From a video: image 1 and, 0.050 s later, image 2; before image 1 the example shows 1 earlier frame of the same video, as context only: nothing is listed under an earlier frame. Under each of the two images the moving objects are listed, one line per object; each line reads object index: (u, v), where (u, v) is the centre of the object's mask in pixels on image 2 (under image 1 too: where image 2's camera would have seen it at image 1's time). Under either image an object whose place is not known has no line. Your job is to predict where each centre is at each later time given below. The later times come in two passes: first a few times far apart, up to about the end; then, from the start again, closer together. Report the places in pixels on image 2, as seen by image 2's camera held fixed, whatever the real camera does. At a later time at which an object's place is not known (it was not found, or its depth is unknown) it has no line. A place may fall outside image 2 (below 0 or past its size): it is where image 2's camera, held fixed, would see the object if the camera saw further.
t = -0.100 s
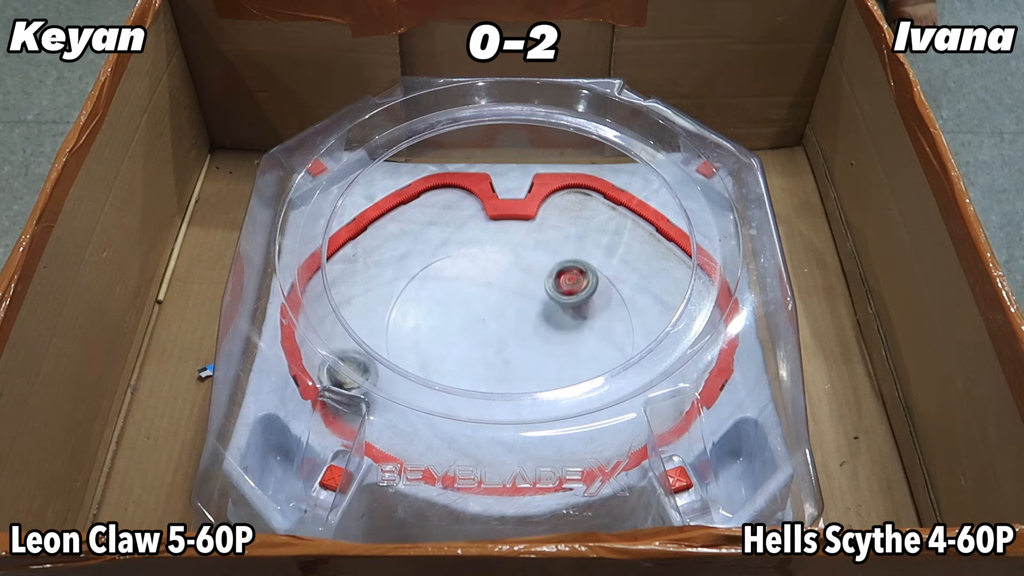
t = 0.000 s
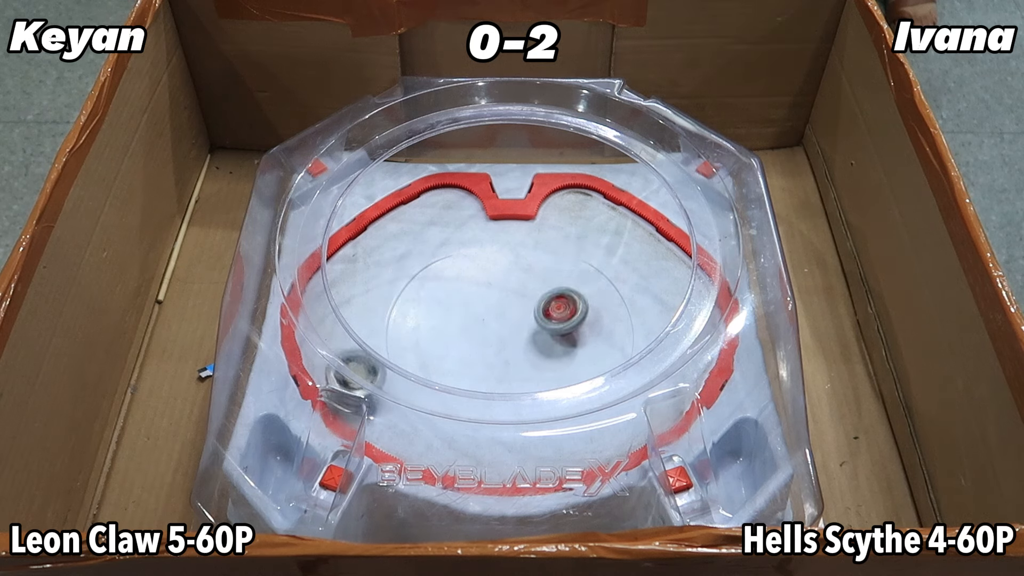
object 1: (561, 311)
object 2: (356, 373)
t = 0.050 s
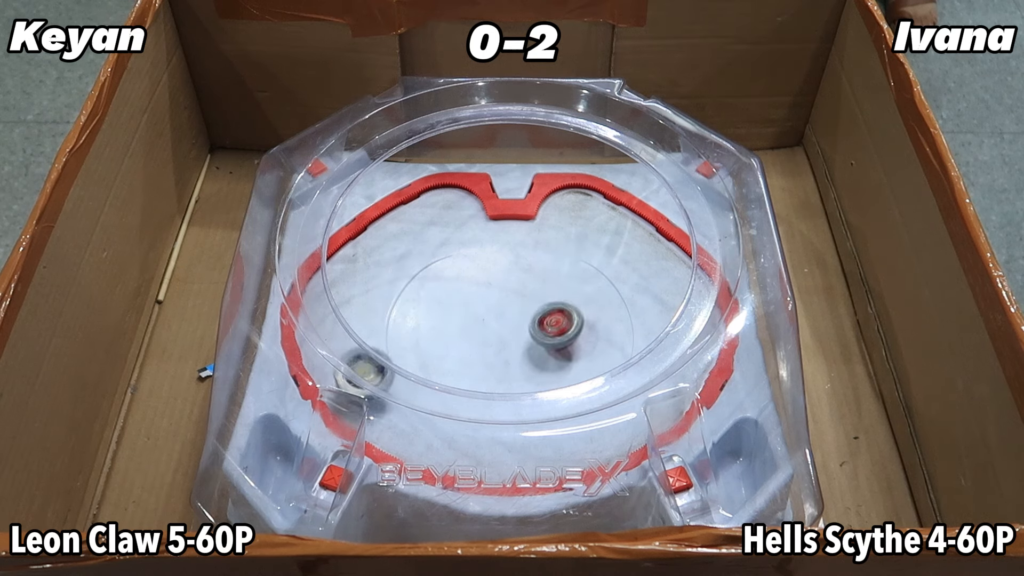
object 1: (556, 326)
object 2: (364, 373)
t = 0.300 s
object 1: (535, 377)
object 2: (472, 366)
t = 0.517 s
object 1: (548, 428)
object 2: (557, 286)
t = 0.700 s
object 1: (518, 448)
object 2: (583, 226)
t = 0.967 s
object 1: (436, 439)
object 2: (601, 216)
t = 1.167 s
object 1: (399, 393)
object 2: (593, 237)
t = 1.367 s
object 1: (403, 343)
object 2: (540, 290)
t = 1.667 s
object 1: (476, 298)
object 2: (461, 393)
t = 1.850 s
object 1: (530, 290)
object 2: (487, 391)
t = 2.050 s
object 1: (585, 299)
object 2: (484, 357)
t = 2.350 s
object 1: (613, 344)
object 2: (469, 276)
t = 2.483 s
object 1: (590, 364)
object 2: (472, 264)
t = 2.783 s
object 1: (504, 377)
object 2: (515, 291)
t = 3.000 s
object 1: (455, 346)
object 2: (571, 327)
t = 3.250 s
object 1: (445, 289)
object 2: (579, 344)
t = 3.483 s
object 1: (482, 250)
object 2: (522, 352)
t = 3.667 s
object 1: (526, 246)
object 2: (464, 349)
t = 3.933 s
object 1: (575, 285)
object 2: (441, 331)
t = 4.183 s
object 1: (572, 341)
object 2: (483, 304)
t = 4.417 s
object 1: (522, 375)
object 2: (537, 281)
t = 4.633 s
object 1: (463, 370)
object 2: (556, 291)
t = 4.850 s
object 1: (427, 335)
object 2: (547, 328)
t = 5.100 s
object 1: (441, 285)
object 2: (516, 370)
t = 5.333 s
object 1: (494, 265)
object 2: (488, 366)
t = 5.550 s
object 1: (547, 279)
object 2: (474, 328)
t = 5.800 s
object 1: (577, 325)
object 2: (481, 284)
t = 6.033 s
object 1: (555, 368)
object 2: (509, 281)
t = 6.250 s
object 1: (499, 379)
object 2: (543, 312)
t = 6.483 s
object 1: (447, 357)
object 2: (558, 349)
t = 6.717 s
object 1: (442, 310)
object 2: (530, 360)
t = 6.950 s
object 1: (482, 276)
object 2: (482, 345)
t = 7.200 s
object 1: (543, 278)
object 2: (461, 311)
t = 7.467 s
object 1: (579, 320)
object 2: (492, 294)
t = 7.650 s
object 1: (568, 356)
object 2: (531, 298)
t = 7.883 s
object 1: (514, 376)
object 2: (561, 321)
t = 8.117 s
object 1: (461, 357)
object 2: (543, 346)
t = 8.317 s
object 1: (449, 318)
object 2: (501, 353)
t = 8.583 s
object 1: (485, 277)
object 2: (466, 335)
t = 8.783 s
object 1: (532, 274)
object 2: (475, 313)
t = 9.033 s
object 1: (573, 307)
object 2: (515, 297)
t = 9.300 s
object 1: (577, 366)
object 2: (516, 275)
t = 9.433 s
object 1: (552, 375)
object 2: (507, 277)
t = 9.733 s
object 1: (528, 359)
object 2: (481, 307)
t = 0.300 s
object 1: (535, 377)
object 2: (472, 366)
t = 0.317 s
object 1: (534, 378)
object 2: (482, 365)
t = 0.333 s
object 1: (536, 380)
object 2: (489, 358)
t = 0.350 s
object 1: (539, 383)
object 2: (495, 348)
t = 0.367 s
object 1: (541, 415)
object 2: (501, 340)
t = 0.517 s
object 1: (548, 428)
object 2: (557, 286)
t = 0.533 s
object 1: (549, 436)
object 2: (561, 278)
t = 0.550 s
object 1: (549, 437)
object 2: (566, 273)
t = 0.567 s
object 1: (548, 438)
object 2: (569, 266)
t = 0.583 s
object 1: (546, 439)
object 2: (572, 259)
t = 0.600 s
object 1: (544, 440)
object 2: (575, 251)
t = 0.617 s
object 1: (539, 442)
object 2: (577, 246)
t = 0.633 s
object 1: (536, 444)
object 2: (577, 241)
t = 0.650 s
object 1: (531, 445)
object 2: (578, 238)
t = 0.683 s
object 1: (522, 447)
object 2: (581, 230)
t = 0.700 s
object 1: (518, 448)
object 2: (583, 226)
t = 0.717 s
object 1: (513, 449)
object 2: (586, 224)
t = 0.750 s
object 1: (503, 451)
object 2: (590, 220)
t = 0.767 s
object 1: (497, 451)
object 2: (592, 219)
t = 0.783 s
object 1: (492, 452)
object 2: (593, 216)
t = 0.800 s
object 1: (487, 451)
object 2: (595, 215)
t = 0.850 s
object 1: (471, 448)
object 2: (600, 215)
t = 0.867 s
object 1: (465, 447)
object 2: (601, 215)
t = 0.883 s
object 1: (459, 447)
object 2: (601, 216)
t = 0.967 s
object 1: (436, 439)
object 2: (601, 216)
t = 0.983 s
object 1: (432, 437)
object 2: (601, 216)
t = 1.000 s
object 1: (428, 434)
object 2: (601, 216)
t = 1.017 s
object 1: (424, 428)
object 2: (601, 217)
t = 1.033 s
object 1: (421, 425)
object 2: (600, 217)
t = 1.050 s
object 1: (417, 421)
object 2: (600, 220)
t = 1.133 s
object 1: (403, 402)
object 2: (596, 232)
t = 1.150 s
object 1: (401, 398)
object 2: (595, 236)
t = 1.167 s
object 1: (399, 393)
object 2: (593, 237)
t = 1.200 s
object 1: (397, 384)
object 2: (590, 241)
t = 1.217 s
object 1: (397, 376)
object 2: (589, 245)
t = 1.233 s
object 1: (395, 373)
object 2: (585, 246)
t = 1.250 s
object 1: (394, 370)
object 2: (581, 251)
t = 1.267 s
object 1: (394, 366)
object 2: (577, 255)
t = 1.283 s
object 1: (394, 360)
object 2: (571, 259)
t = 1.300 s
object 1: (394, 356)
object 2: (565, 265)
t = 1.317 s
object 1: (395, 352)
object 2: (559, 270)
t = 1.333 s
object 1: (398, 346)
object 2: (552, 275)
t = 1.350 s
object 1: (400, 344)
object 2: (546, 281)
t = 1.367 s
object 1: (403, 343)
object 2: (540, 290)
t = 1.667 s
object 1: (476, 298)
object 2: (461, 393)
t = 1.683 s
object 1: (481, 296)
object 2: (457, 406)
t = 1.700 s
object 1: (486, 295)
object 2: (458, 403)
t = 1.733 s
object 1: (495, 293)
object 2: (463, 406)
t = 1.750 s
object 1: (501, 292)
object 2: (466, 405)
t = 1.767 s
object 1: (506, 291)
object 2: (467, 411)
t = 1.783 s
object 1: (510, 291)
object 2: (473, 405)
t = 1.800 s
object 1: (515, 290)
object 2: (478, 399)
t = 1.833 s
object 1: (525, 290)
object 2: (484, 395)
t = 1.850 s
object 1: (530, 290)
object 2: (487, 391)
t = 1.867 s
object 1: (535, 289)
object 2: (489, 381)
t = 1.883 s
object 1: (540, 290)
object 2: (489, 380)
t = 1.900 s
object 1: (545, 290)
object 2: (490, 379)
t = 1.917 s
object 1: (549, 291)
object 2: (489, 378)
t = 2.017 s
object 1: (576, 296)
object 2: (486, 365)
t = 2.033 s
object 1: (581, 297)
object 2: (485, 361)
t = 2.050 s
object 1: (585, 299)
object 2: (484, 357)
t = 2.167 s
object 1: (610, 315)
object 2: (479, 323)
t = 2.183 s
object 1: (613, 317)
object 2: (478, 319)
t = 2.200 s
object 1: (615, 320)
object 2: (477, 313)
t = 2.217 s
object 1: (618, 323)
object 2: (475, 308)
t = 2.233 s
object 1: (620, 326)
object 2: (475, 304)
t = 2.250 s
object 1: (622, 329)
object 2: (474, 299)
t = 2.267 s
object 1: (622, 333)
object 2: (473, 295)
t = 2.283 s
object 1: (620, 335)
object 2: (472, 290)
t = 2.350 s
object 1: (613, 344)
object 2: (469, 276)
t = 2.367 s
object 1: (611, 347)
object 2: (468, 274)
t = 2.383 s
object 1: (609, 349)
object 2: (469, 272)
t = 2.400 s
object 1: (607, 351)
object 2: (469, 269)
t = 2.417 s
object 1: (604, 354)
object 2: (469, 268)
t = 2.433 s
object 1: (601, 357)
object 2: (470, 266)
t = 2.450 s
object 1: (598, 359)
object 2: (470, 265)
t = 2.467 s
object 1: (594, 362)
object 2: (471, 264)
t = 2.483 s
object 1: (590, 364)
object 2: (472, 264)
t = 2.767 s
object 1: (508, 377)
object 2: (511, 289)
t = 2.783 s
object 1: (504, 377)
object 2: (515, 291)
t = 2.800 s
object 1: (499, 376)
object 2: (519, 294)
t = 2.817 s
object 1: (494, 375)
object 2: (524, 297)
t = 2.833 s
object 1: (489, 373)
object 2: (529, 303)
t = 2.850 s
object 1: (485, 371)
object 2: (534, 307)
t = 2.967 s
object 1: (460, 353)
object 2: (564, 324)
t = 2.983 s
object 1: (457, 350)
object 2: (567, 323)
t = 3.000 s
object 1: (455, 346)
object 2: (571, 327)
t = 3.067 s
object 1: (447, 332)
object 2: (581, 334)
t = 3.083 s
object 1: (446, 328)
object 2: (582, 334)
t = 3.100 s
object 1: (444, 324)
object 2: (584, 337)
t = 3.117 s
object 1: (444, 320)
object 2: (584, 337)
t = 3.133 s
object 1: (443, 316)
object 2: (585, 338)
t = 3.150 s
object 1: (443, 312)
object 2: (585, 340)
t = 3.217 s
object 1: (444, 297)
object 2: (582, 343)
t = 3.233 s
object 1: (445, 293)
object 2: (580, 343)
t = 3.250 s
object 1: (445, 289)
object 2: (579, 344)
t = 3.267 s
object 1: (447, 285)
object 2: (576, 345)
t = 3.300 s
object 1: (450, 279)
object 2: (571, 346)
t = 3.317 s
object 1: (452, 275)
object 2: (568, 347)
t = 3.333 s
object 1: (454, 272)
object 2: (565, 348)
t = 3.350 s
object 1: (456, 269)
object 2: (561, 349)
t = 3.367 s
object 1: (459, 266)
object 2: (557, 349)
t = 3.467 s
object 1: (478, 252)
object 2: (528, 352)
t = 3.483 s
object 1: (482, 250)
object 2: (522, 352)
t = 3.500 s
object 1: (485, 249)
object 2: (516, 352)
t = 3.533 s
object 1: (493, 246)
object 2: (504, 353)
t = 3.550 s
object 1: (497, 245)
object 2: (499, 352)
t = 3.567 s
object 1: (501, 245)
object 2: (493, 352)
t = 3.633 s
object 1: (518, 245)
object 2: (473, 350)
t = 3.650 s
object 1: (522, 245)
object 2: (468, 350)
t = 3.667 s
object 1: (526, 246)
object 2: (464, 349)
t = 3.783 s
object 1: (552, 258)
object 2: (443, 343)
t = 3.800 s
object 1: (555, 260)
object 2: (442, 341)
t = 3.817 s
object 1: (558, 263)
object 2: (440, 340)
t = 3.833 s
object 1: (561, 266)
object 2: (439, 339)
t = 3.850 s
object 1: (564, 269)
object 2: (439, 338)
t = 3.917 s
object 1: (573, 282)
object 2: (441, 333)
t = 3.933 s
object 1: (575, 285)
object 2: (441, 331)
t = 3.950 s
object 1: (577, 289)
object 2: (442, 329)
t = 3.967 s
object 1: (578, 292)
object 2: (443, 328)
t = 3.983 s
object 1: (579, 297)
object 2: (446, 327)
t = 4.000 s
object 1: (580, 300)
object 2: (447, 324)
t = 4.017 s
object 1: (580, 304)
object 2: (449, 323)
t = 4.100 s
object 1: (580, 323)
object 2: (464, 314)
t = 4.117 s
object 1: (579, 327)
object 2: (468, 312)
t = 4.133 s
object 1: (577, 330)
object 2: (472, 310)
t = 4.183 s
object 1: (572, 341)
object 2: (483, 304)
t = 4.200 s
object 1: (570, 345)
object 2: (488, 302)
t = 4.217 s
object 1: (568, 349)
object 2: (492, 300)
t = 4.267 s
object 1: (559, 358)
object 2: (505, 295)
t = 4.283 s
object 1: (556, 361)
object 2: (508, 291)
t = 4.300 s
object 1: (552, 363)
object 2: (512, 289)
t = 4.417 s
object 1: (522, 375)
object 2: (537, 281)
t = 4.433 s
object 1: (517, 375)
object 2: (539, 278)
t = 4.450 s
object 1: (513, 376)
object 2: (542, 279)
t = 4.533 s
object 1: (489, 376)
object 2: (551, 282)
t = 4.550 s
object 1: (485, 376)
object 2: (552, 280)
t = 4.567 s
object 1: (480, 375)
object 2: (554, 283)
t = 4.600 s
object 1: (471, 372)
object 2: (555, 285)
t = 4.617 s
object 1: (467, 372)
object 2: (556, 289)
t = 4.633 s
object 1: (463, 370)
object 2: (556, 291)
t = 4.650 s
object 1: (458, 368)
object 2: (556, 293)
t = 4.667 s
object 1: (454, 367)
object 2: (557, 295)
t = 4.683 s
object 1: (451, 365)
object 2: (557, 298)
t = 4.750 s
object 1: (438, 355)
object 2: (555, 307)
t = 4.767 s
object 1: (435, 352)
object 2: (554, 309)
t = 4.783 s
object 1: (433, 349)
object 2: (553, 314)
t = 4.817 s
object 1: (429, 342)
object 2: (551, 320)
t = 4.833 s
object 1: (428, 338)
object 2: (549, 324)
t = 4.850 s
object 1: (427, 335)
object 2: (547, 328)
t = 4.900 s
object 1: (425, 324)
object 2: (542, 339)
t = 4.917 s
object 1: (424, 321)
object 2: (541, 343)
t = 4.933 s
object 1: (425, 317)
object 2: (539, 346)
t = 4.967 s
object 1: (426, 310)
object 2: (534, 353)
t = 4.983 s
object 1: (427, 307)
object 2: (533, 356)
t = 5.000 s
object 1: (428, 303)
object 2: (530, 358)
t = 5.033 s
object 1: (432, 297)
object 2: (526, 363)
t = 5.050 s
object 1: (433, 293)
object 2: (523, 366)
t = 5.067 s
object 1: (436, 290)
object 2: (521, 367)
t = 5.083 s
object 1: (438, 288)
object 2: (518, 369)
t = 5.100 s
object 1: (441, 285)
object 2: (516, 370)
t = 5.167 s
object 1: (454, 276)
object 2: (507, 372)
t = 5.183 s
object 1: (457, 274)
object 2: (505, 373)
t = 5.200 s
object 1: (461, 272)
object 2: (503, 373)
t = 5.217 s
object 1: (465, 271)
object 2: (501, 372)
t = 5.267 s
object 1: (477, 267)
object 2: (495, 371)
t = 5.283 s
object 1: (481, 266)
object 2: (493, 370)
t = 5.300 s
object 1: (486, 266)
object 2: (492, 369)
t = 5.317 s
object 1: (490, 265)
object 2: (490, 367)
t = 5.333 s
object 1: (494, 265)
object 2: (488, 366)
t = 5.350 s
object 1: (498, 265)
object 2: (487, 364)
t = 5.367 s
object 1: (503, 265)
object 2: (485, 362)
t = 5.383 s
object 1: (507, 266)
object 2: (484, 360)
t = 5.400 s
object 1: (511, 266)
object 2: (482, 357)
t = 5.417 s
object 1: (516, 266)
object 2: (480, 355)
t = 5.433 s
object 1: (520, 267)
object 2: (480, 352)
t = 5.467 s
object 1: (528, 270)
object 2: (477, 345)
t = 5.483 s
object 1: (532, 272)
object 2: (477, 342)
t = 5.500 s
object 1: (536, 273)
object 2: (476, 339)
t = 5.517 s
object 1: (540, 275)
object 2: (476, 336)
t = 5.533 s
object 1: (544, 276)
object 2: (475, 332)
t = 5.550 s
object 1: (547, 279)
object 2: (474, 328)
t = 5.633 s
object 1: (562, 291)
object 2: (474, 311)
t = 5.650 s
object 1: (565, 295)
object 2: (474, 307)
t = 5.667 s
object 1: (567, 298)
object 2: (474, 303)
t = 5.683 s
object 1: (569, 301)
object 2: (474, 300)
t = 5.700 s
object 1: (571, 304)
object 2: (475, 298)
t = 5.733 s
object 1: (574, 311)
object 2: (476, 292)
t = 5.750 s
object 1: (575, 314)
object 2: (477, 289)
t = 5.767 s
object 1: (576, 318)
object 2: (479, 288)
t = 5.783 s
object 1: (577, 321)
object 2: (480, 286)
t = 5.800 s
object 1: (577, 325)
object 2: (481, 284)
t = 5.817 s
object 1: (577, 328)
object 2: (482, 282)
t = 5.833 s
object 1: (577, 332)
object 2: (483, 281)
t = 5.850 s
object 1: (577, 336)
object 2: (485, 280)
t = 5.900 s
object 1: (574, 346)
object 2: (491, 278)
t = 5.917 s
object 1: (573, 349)
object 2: (493, 278)
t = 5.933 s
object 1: (571, 352)
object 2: (495, 278)
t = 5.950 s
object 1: (569, 355)
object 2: (497, 278)
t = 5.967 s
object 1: (567, 359)
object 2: (499, 278)
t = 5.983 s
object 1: (564, 362)
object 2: (502, 279)
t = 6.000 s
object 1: (561, 364)
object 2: (504, 280)
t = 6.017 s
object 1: (558, 366)
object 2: (506, 280)
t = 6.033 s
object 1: (555, 368)
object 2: (509, 281)
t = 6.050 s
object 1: (552, 370)
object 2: (511, 283)
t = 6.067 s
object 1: (548, 372)
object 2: (514, 284)
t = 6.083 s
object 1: (543, 373)
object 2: (517, 285)
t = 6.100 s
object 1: (540, 375)
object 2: (520, 288)
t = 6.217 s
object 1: (508, 379)
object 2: (537, 305)
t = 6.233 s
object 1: (504, 380)
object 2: (540, 307)
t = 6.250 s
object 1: (499, 379)
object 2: (543, 312)
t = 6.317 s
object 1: (482, 376)
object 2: (551, 324)
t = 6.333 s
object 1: (478, 375)
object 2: (553, 327)
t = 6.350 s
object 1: (473, 374)
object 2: (554, 330)
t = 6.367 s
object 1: (469, 373)
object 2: (554, 330)
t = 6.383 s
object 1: (466, 371)
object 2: (556, 334)
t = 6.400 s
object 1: (462, 369)
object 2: (557, 336)
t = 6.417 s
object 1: (459, 368)
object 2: (557, 340)
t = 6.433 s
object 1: (455, 365)
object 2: (557, 342)
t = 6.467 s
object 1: (450, 360)
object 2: (558, 347)
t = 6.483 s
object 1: (447, 357)
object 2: (558, 349)
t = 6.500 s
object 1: (445, 354)
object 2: (557, 351)
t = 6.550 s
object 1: (441, 344)
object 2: (555, 355)
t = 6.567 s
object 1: (440, 341)
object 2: (554, 356)
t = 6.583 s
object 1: (439, 338)
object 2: (552, 356)
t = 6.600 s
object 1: (439, 334)
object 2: (549, 357)
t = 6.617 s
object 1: (438, 331)
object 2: (547, 357)
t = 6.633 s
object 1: (438, 327)
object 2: (545, 358)
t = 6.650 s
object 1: (439, 324)
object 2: (542, 359)
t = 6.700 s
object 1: (442, 313)
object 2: (534, 360)
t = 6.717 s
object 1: (442, 310)
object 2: (530, 360)
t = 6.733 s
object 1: (444, 307)
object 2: (527, 360)
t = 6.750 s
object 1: (446, 304)
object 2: (524, 360)
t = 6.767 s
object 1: (448, 301)
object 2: (520, 359)
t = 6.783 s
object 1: (450, 298)
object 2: (517, 358)
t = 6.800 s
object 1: (452, 295)
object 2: (513, 358)
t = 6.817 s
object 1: (455, 292)
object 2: (510, 357)
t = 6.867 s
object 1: (464, 285)
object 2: (498, 353)
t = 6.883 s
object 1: (467, 283)
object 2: (495, 352)
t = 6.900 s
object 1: (471, 281)
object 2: (492, 350)
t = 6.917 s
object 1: (475, 279)
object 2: (489, 348)
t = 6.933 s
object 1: (479, 277)
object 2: (485, 346)
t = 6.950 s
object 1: (482, 276)
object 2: (482, 345)
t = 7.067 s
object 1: (511, 272)
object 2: (466, 328)
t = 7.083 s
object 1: (515, 272)
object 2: (464, 326)
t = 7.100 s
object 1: (519, 272)
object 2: (463, 324)
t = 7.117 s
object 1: (523, 273)
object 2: (462, 321)
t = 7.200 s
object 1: (543, 278)
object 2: (461, 311)
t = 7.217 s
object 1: (546, 279)
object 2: (461, 309)
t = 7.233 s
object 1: (550, 281)
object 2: (462, 307)
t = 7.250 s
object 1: (553, 283)
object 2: (462, 305)
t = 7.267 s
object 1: (556, 285)
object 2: (464, 304)
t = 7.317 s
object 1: (565, 292)
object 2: (469, 300)
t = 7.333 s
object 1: (568, 295)
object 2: (470, 298)
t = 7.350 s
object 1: (570, 298)
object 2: (473, 297)
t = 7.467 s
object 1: (579, 320)
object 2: (492, 294)
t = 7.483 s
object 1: (580, 324)
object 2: (496, 294)
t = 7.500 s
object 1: (580, 327)
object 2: (499, 294)
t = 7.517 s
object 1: (580, 330)
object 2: (503, 294)
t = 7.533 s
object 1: (579, 334)
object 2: (507, 294)
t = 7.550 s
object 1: (578, 337)
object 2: (510, 294)
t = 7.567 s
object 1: (577, 340)
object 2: (514, 295)
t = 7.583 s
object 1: (576, 344)
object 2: (518, 295)
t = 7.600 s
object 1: (575, 347)
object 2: (521, 296)
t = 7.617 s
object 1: (573, 350)
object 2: (525, 297)
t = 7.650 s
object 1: (568, 356)
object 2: (531, 298)
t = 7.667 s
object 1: (566, 359)
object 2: (535, 299)
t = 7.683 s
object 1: (563, 362)
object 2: (539, 301)
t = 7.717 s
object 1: (556, 366)
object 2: (544, 303)
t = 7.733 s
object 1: (552, 368)
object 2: (547, 304)
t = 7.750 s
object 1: (549, 369)
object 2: (550, 306)
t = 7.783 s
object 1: (540, 372)
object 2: (554, 309)
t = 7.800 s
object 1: (537, 373)
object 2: (556, 309)
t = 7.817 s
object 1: (532, 374)
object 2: (557, 311)
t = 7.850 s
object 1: (523, 375)
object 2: (560, 315)
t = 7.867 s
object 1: (519, 376)
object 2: (561, 317)
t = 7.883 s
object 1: (514, 376)
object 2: (561, 321)
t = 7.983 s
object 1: (489, 373)
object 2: (558, 328)
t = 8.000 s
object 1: (485, 372)
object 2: (558, 332)
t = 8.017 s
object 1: (480, 370)
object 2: (557, 333)
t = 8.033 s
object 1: (477, 369)
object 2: (555, 336)
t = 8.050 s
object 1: (473, 367)
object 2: (553, 337)
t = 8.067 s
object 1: (470, 365)
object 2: (550, 338)
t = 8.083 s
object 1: (467, 362)
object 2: (548, 340)
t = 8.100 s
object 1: (464, 360)
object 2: (545, 342)
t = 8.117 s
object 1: (461, 357)
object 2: (543, 346)
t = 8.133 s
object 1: (459, 354)
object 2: (540, 347)
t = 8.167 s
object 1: (455, 348)
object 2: (534, 347)
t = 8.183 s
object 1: (453, 345)
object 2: (530, 348)
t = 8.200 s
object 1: (452, 342)
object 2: (527, 350)
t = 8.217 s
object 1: (450, 338)
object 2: (524, 351)
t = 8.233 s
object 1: (450, 335)
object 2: (520, 351)
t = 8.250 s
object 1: (449, 332)
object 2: (516, 352)
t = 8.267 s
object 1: (448, 328)
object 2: (512, 353)
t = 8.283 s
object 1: (449, 325)
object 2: (508, 353)
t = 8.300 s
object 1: (448, 322)
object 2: (505, 353)
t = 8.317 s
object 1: (449, 318)
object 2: (501, 353)
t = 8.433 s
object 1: (458, 297)
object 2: (480, 348)
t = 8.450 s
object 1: (461, 293)
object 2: (478, 348)
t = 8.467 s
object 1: (464, 291)
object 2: (475, 347)
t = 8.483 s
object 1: (466, 289)
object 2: (474, 345)
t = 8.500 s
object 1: (469, 286)
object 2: (472, 343)
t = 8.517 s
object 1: (472, 284)
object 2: (470, 342)
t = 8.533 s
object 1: (475, 282)
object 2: (469, 340)
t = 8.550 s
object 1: (479, 280)
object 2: (467, 339)
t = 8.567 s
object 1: (482, 278)
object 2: (466, 337)
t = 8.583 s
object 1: (485, 277)
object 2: (466, 335)
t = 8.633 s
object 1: (497, 274)
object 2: (465, 329)
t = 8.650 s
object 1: (500, 273)
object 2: (464, 327)
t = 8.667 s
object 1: (505, 273)
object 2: (465, 325)
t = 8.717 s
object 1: (516, 272)
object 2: (469, 321)
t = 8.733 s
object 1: (520, 272)
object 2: (470, 318)
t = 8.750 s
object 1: (524, 273)
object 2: (471, 316)
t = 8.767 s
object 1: (528, 273)
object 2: (473, 314)
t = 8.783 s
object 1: (532, 274)
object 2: (475, 313)
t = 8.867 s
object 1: (549, 281)
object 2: (487, 304)
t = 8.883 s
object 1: (553, 283)
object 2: (490, 303)
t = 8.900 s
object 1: (556, 285)
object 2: (492, 303)
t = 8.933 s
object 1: (561, 290)
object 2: (498, 301)
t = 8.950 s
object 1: (564, 293)
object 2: (501, 299)
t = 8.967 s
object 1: (566, 296)
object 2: (504, 298)
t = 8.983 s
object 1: (568, 298)
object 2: (508, 298)
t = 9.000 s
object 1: (570, 301)
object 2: (510, 297)
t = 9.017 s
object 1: (572, 303)
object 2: (513, 298)
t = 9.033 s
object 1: (573, 307)
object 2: (515, 297)
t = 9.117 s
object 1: (576, 323)
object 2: (530, 299)
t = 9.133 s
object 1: (578, 330)
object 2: (530, 297)
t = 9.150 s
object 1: (581, 336)
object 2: (528, 293)
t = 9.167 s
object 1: (584, 343)
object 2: (526, 289)
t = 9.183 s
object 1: (585, 348)
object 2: (525, 285)
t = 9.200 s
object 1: (584, 354)
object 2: (524, 283)
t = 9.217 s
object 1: (583, 357)
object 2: (523, 281)
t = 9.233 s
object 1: (582, 360)
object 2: (522, 280)
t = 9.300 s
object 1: (577, 366)
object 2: (516, 275)
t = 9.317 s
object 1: (575, 368)
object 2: (516, 274)
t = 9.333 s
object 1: (573, 369)
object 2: (515, 274)
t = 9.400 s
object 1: (559, 374)
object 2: (510, 275)
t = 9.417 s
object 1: (555, 375)
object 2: (508, 274)
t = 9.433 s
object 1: (552, 375)
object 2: (507, 277)
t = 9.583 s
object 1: (527, 370)
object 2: (497, 291)
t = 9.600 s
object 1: (525, 369)
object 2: (495, 295)
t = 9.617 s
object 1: (523, 365)
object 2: (494, 298)
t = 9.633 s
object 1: (522, 363)
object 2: (493, 300)
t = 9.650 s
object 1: (522, 361)
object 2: (492, 303)
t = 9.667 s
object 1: (521, 358)
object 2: (491, 307)
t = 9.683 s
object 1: (520, 355)
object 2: (490, 309)
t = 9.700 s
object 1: (520, 352)
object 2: (489, 312)
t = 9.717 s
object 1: (523, 355)
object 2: (486, 310)
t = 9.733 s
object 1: (528, 359)
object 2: (481, 307)
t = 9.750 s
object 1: (531, 363)
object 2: (477, 304)
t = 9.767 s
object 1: (534, 367)
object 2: (473, 298)
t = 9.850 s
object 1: (541, 376)
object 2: (460, 273)
